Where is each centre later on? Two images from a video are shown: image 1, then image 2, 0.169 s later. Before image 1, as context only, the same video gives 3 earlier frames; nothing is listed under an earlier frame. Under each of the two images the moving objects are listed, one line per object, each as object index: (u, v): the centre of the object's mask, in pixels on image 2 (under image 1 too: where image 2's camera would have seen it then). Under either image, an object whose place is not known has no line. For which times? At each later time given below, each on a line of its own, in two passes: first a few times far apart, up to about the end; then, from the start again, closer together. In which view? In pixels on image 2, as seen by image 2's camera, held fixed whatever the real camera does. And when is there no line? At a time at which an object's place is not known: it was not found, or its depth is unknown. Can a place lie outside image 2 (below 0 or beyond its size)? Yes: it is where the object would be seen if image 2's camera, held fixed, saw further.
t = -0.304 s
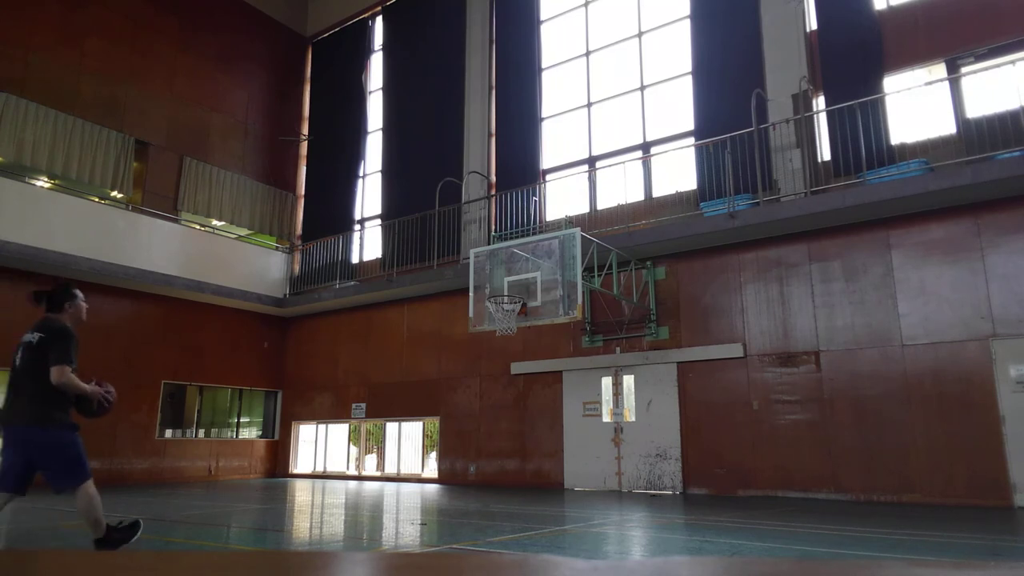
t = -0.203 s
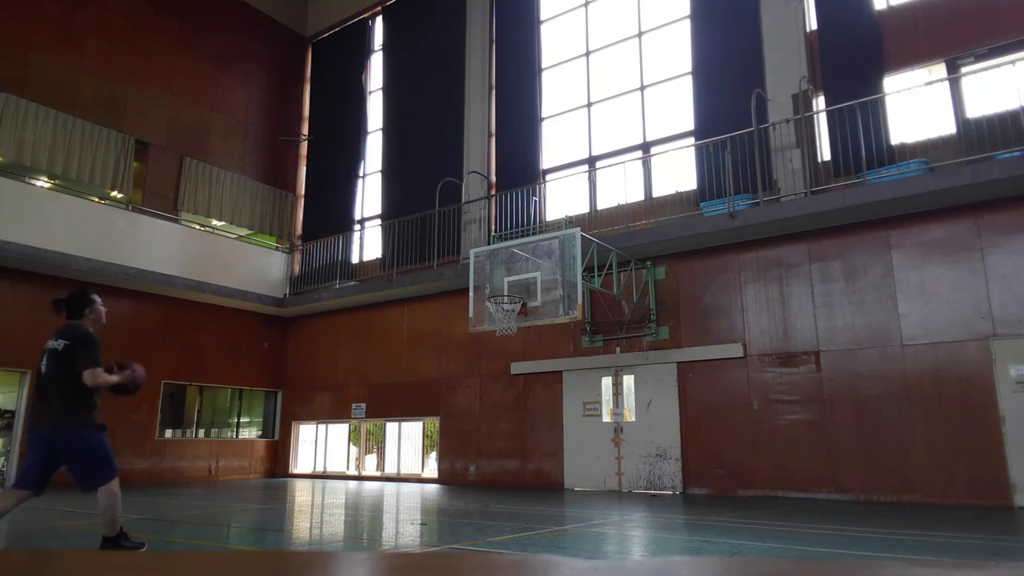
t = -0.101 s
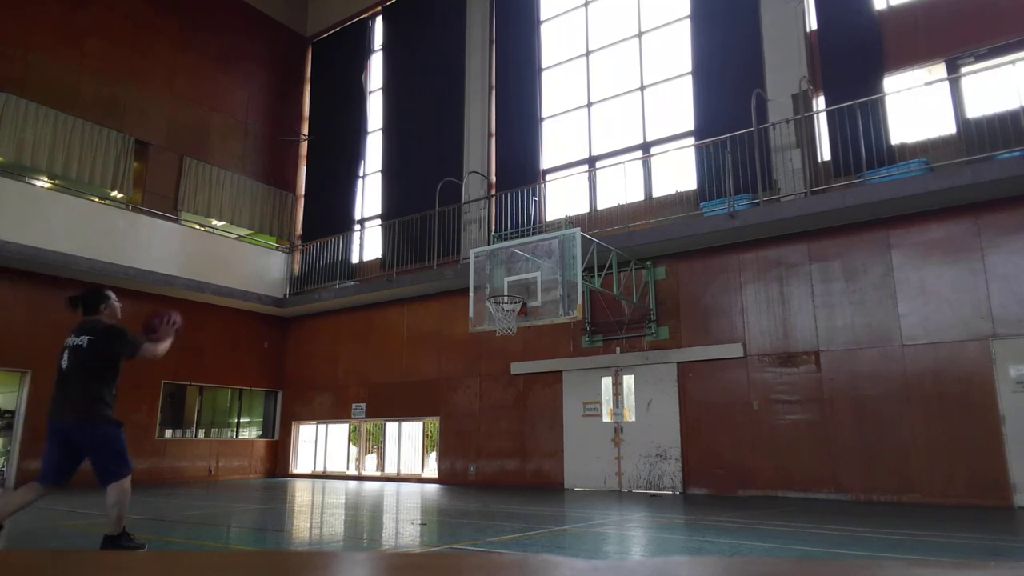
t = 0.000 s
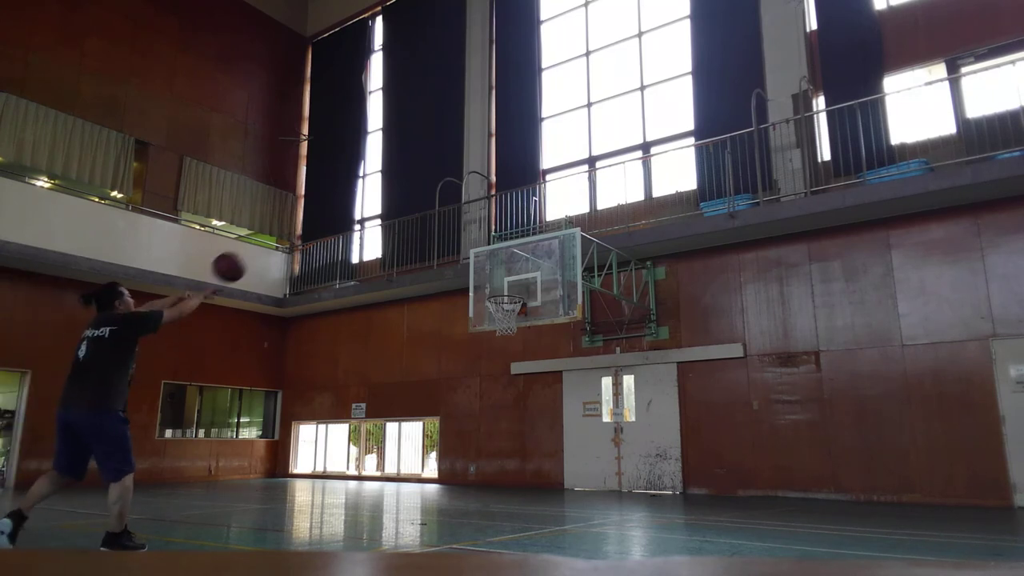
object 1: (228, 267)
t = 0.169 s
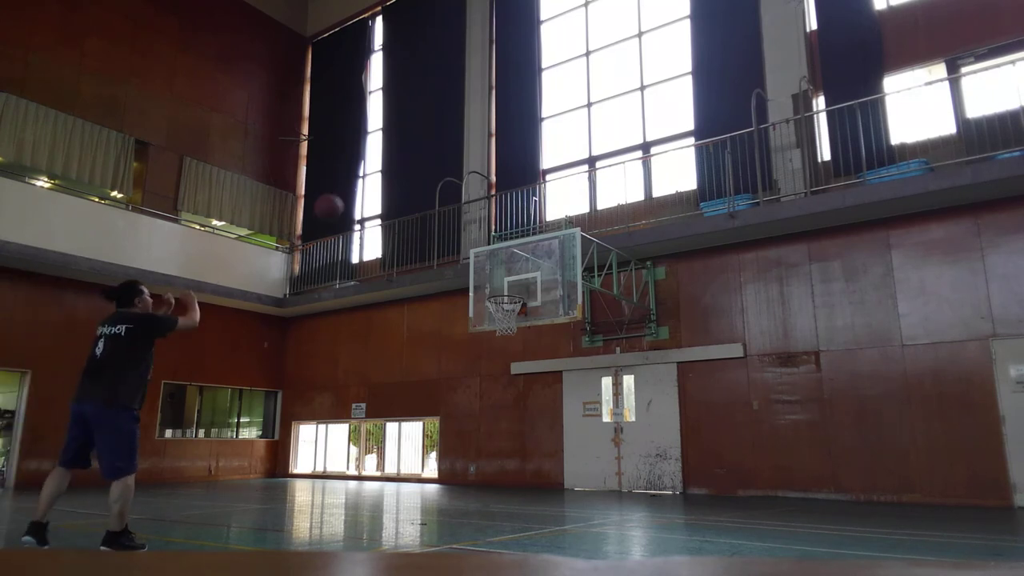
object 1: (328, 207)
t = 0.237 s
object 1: (358, 195)
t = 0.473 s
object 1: (450, 189)
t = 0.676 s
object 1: (509, 220)
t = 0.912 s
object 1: (559, 281)
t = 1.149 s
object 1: (519, 346)
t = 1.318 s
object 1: (484, 439)
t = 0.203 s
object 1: (342, 199)
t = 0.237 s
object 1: (358, 195)
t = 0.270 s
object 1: (376, 190)
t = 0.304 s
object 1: (390, 187)
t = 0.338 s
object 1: (402, 185)
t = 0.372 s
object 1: (415, 184)
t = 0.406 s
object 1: (427, 185)
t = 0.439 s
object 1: (439, 187)
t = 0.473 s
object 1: (450, 189)
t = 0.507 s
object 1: (460, 192)
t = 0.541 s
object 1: (471, 196)
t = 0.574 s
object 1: (481, 200)
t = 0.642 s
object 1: (501, 211)
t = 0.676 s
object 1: (509, 220)
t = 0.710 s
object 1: (519, 226)
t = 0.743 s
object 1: (527, 235)
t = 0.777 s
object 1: (535, 244)
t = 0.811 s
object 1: (543, 252)
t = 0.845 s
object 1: (551, 263)
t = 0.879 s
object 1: (559, 274)
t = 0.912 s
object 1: (559, 281)
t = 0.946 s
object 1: (554, 287)
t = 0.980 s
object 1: (549, 294)
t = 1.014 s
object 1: (544, 302)
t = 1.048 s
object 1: (537, 311)
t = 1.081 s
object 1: (531, 322)
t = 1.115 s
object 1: (525, 334)
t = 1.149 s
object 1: (519, 346)
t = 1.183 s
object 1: (512, 361)
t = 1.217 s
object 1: (505, 378)
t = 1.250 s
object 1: (499, 396)
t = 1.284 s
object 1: (491, 417)
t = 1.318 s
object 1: (484, 439)
